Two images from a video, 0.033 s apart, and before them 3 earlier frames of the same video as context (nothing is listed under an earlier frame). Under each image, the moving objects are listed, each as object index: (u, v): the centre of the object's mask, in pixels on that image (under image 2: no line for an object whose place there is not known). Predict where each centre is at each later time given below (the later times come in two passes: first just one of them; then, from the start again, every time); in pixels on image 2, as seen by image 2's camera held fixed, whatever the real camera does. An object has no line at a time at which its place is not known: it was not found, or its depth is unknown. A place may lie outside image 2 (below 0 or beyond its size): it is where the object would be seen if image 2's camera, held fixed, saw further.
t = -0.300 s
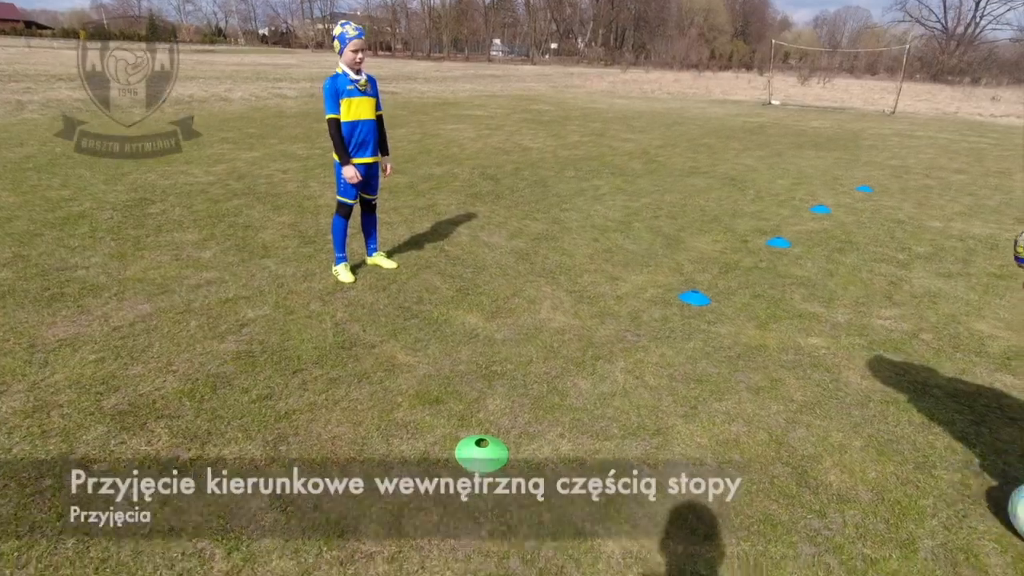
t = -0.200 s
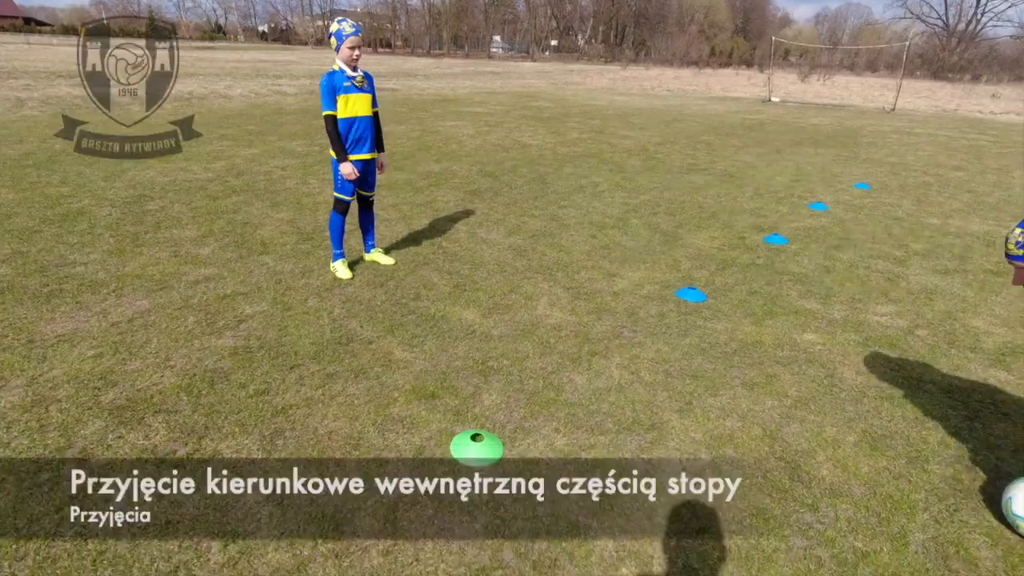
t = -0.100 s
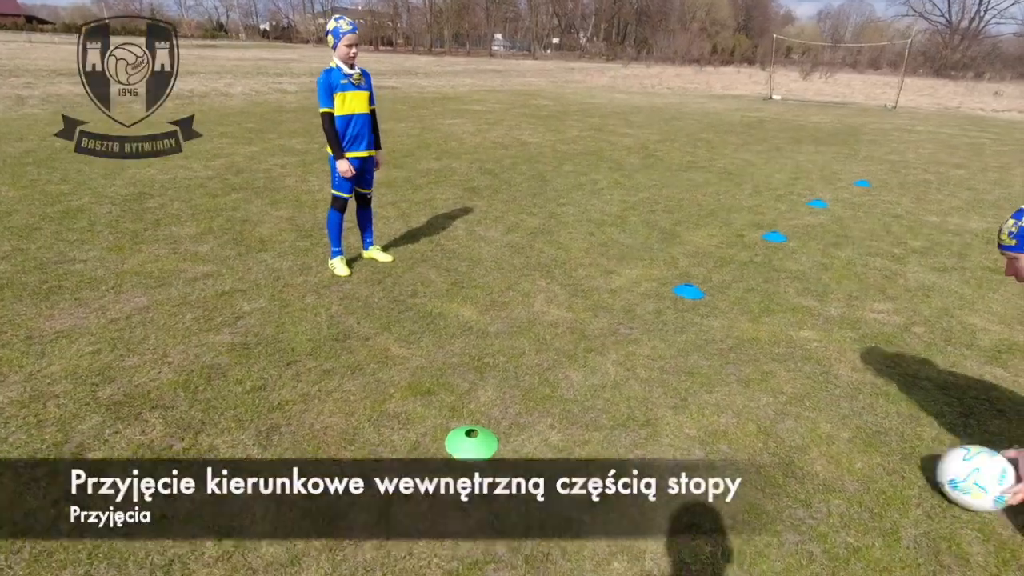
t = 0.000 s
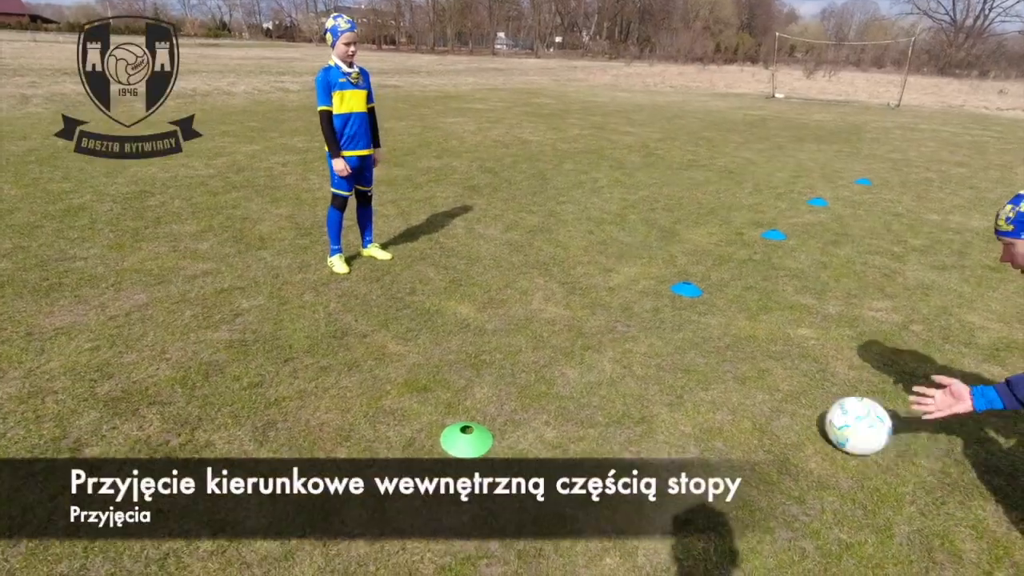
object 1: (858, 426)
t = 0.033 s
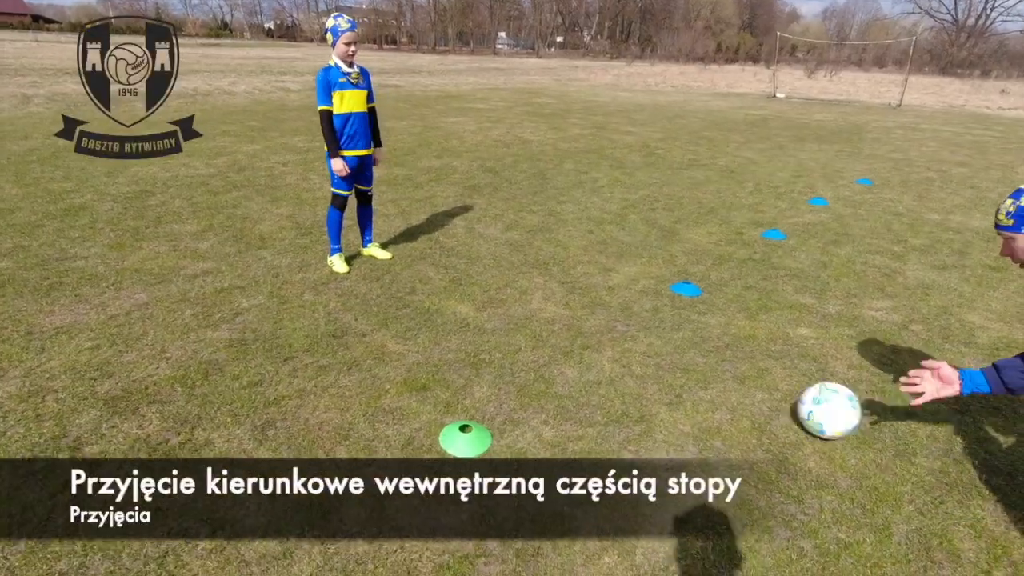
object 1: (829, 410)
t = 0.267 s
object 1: (681, 350)
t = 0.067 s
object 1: (802, 399)
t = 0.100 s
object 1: (777, 391)
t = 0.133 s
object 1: (754, 383)
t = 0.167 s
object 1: (735, 372)
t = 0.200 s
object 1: (716, 363)
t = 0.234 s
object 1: (698, 357)
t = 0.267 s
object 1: (681, 350)
